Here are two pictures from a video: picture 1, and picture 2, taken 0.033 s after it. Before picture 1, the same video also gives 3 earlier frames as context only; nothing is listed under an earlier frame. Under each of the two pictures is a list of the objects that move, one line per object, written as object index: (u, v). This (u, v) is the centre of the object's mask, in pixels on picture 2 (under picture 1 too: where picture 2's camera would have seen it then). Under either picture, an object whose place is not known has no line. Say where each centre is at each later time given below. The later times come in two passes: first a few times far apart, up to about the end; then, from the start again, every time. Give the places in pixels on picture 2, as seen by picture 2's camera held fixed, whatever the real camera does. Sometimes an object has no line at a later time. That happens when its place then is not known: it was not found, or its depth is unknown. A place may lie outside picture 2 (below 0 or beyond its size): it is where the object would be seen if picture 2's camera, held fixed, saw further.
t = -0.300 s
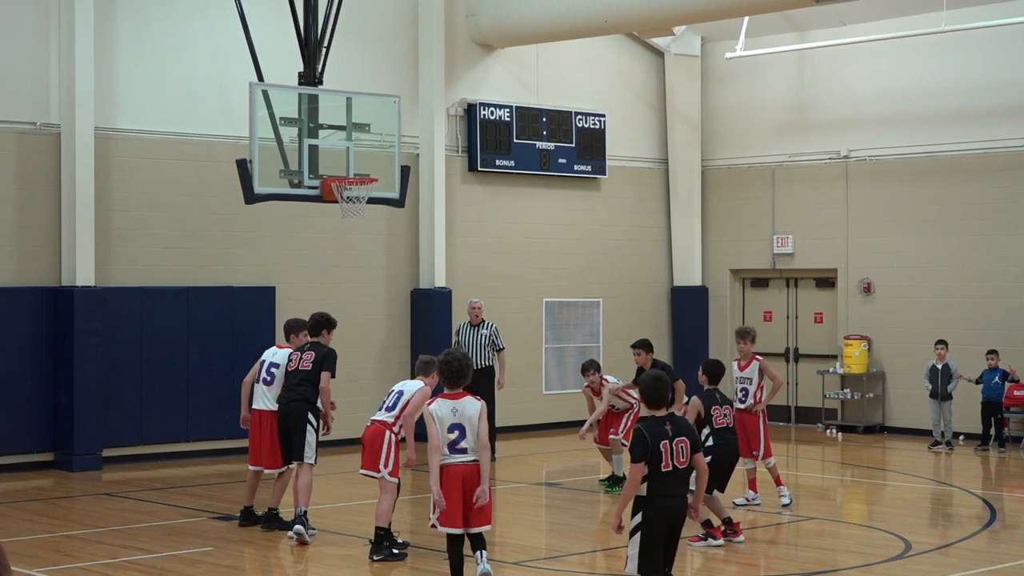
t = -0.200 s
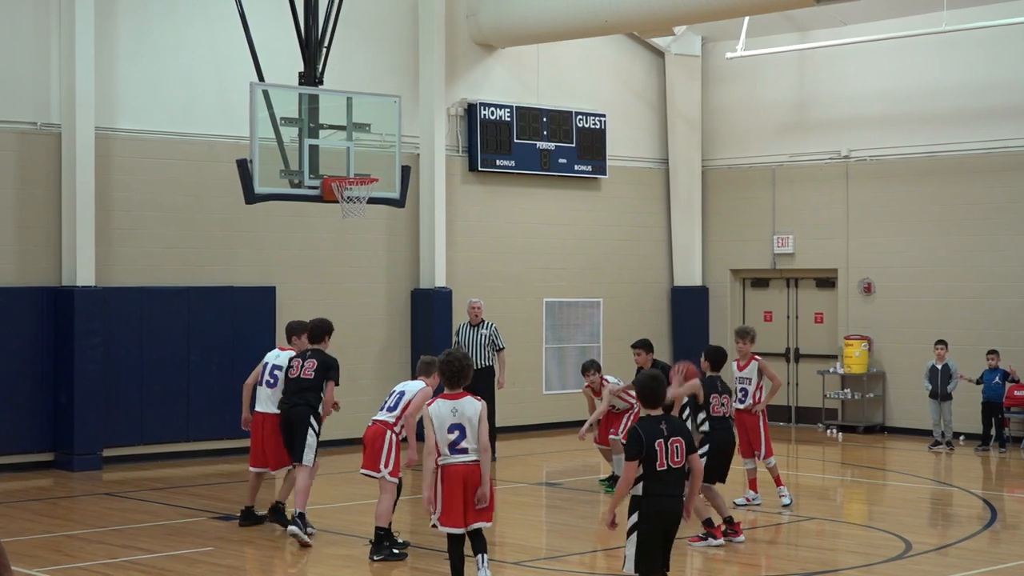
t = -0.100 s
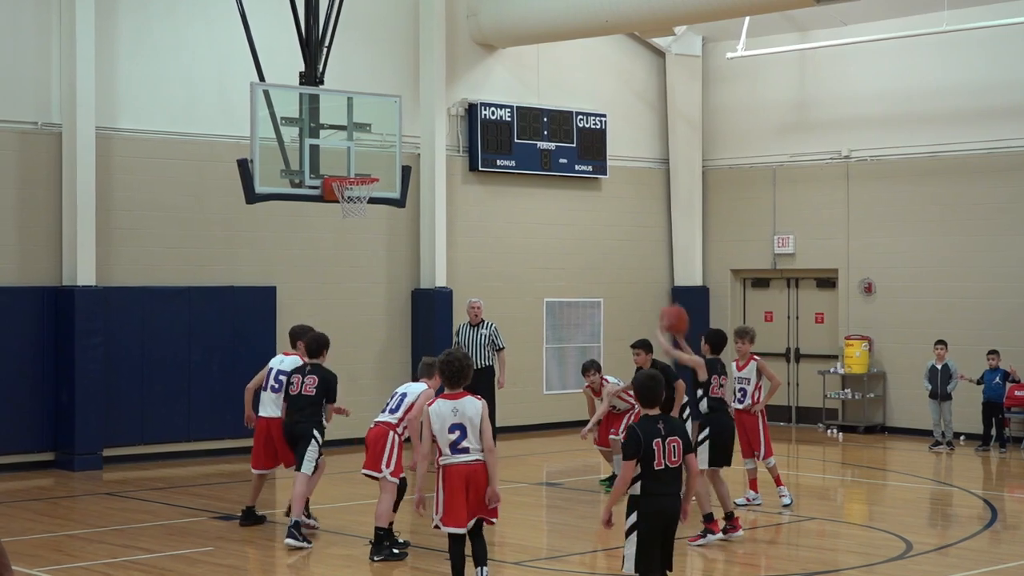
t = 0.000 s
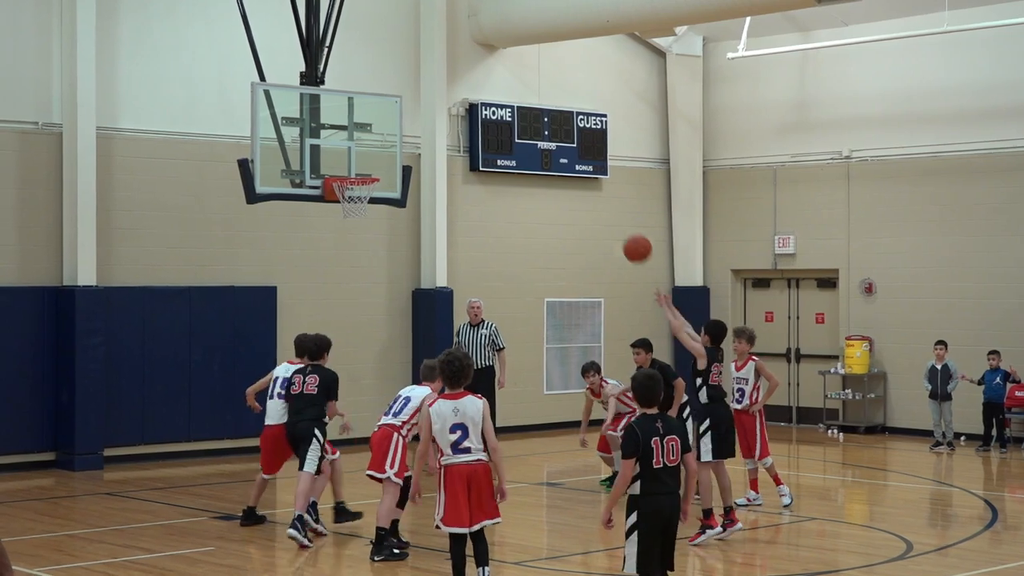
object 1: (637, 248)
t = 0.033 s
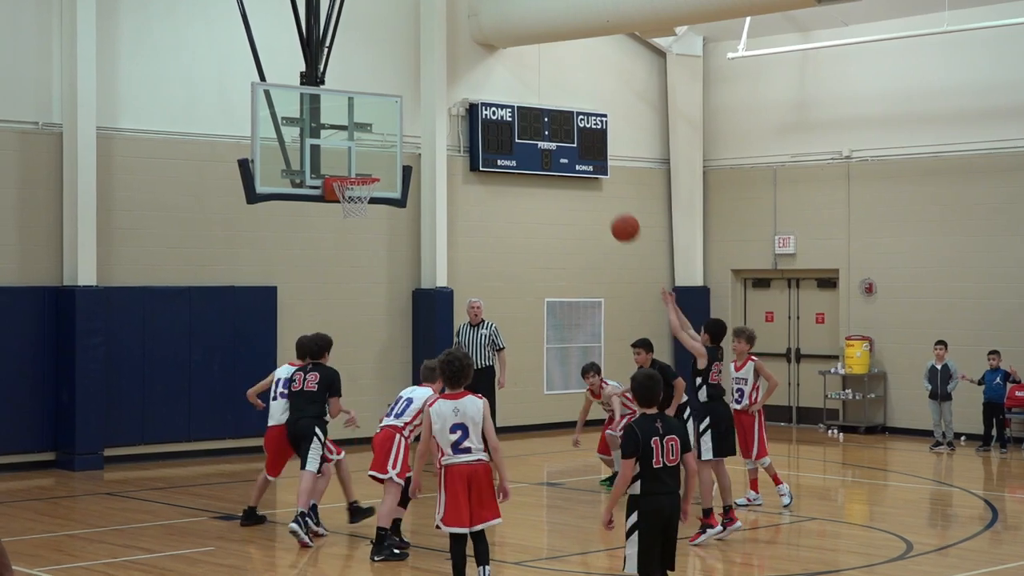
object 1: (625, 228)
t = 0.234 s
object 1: (557, 136)
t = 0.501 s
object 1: (474, 91)
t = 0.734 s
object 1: (409, 115)
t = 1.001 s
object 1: (343, 172)
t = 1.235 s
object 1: (385, 161)
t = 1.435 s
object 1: (411, 185)
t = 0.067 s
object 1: (613, 209)
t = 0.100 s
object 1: (601, 191)
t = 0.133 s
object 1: (589, 176)
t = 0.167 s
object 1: (578, 160)
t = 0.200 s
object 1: (568, 147)
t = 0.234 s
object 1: (557, 136)
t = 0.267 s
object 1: (545, 126)
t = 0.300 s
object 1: (535, 117)
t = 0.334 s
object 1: (525, 110)
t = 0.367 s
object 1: (515, 104)
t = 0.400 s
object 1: (504, 98)
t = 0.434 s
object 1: (494, 95)
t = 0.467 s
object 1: (484, 93)
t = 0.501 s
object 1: (474, 91)
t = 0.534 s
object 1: (464, 92)
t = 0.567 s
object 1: (455, 93)
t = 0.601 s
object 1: (446, 95)
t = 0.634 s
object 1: (436, 99)
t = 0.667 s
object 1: (427, 103)
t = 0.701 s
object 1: (418, 109)
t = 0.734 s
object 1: (409, 115)
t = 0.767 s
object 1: (400, 123)
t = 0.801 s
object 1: (392, 132)
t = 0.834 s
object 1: (383, 141)
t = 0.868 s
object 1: (375, 152)
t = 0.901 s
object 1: (367, 164)
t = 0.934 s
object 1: (359, 171)
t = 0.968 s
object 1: (351, 171)
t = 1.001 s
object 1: (343, 172)
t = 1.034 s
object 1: (350, 170)
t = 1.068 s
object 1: (359, 168)
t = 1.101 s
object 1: (368, 167)
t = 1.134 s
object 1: (373, 164)
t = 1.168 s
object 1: (377, 162)
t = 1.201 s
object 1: (381, 161)
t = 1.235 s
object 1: (385, 161)
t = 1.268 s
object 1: (389, 162)
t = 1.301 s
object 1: (394, 164)
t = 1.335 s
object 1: (398, 168)
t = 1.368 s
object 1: (402, 172)
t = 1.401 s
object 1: (406, 178)
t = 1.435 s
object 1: (411, 185)
